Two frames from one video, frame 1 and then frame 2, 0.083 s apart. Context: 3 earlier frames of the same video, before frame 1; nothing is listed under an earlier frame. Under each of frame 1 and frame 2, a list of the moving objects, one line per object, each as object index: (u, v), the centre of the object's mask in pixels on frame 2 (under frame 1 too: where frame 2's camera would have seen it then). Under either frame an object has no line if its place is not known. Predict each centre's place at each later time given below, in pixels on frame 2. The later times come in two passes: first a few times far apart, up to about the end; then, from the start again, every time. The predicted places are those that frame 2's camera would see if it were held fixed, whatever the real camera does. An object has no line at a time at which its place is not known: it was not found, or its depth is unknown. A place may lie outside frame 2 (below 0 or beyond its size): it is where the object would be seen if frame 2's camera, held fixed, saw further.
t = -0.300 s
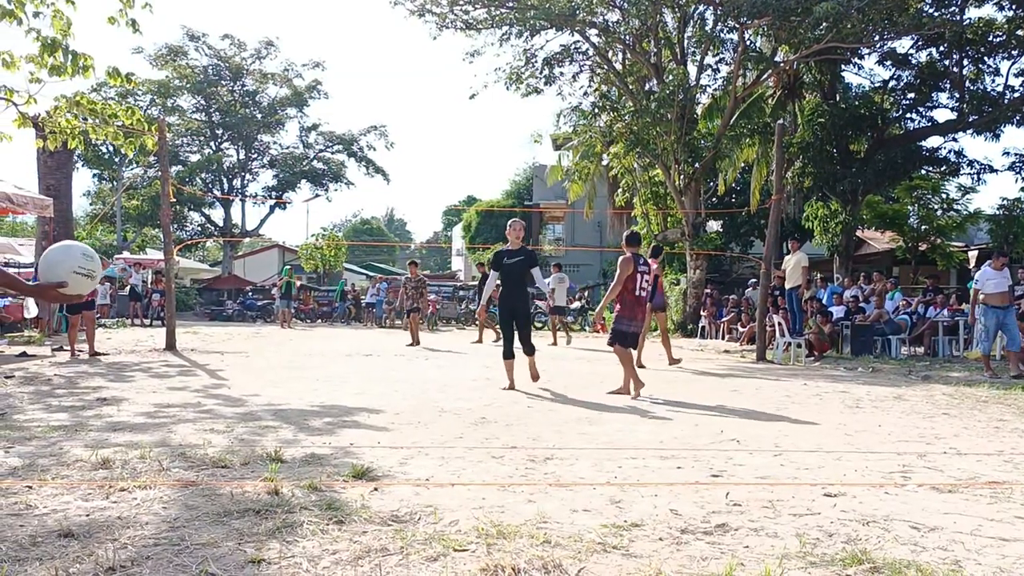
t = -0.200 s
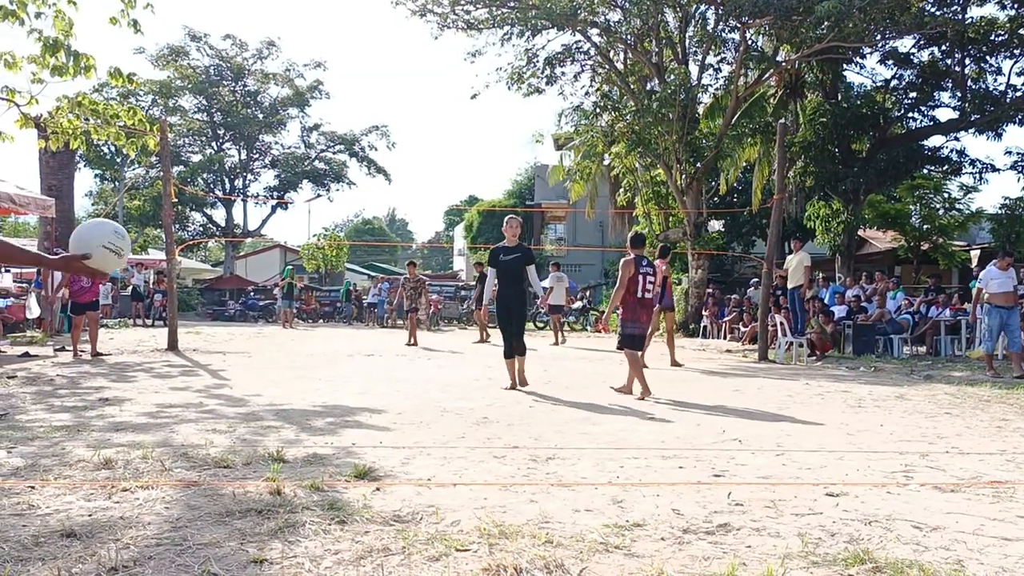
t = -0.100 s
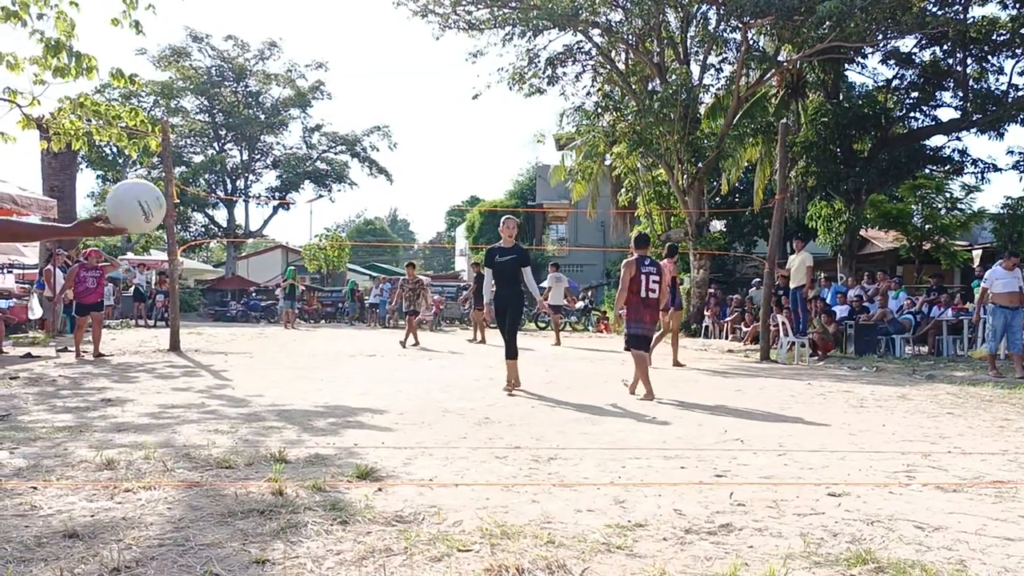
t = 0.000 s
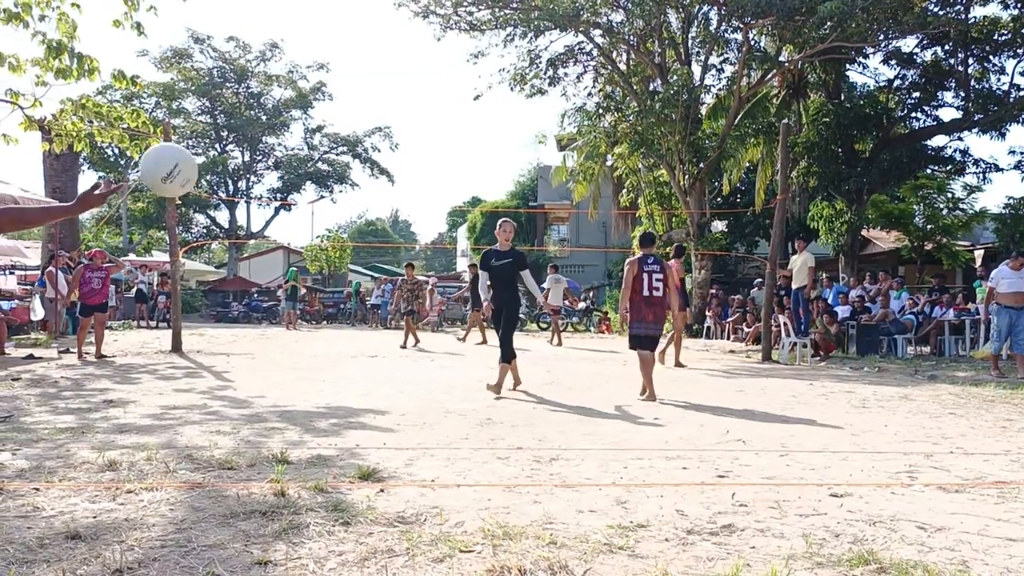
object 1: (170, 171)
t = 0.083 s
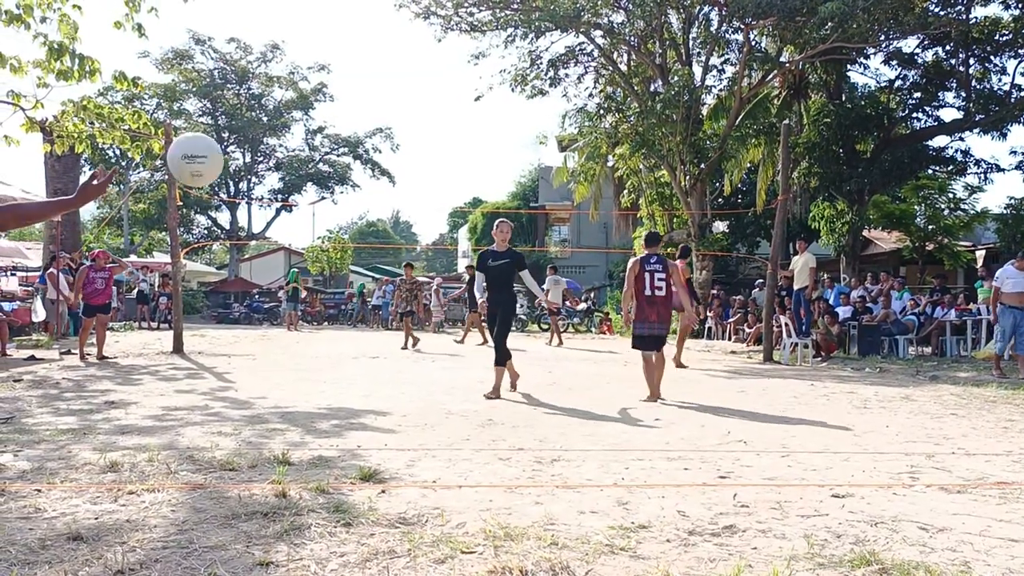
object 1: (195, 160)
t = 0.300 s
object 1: (256, 209)
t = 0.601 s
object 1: (326, 448)
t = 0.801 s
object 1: (340, 345)
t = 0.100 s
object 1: (200, 159)
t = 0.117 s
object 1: (205, 160)
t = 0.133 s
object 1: (210, 161)
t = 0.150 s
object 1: (215, 163)
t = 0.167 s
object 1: (219, 165)
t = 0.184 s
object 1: (224, 168)
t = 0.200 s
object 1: (229, 172)
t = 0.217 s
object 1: (234, 177)
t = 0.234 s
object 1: (238, 182)
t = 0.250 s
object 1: (242, 188)
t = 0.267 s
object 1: (247, 194)
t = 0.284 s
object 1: (251, 201)
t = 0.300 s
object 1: (256, 209)
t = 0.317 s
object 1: (260, 218)
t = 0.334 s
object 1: (264, 227)
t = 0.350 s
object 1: (268, 237)
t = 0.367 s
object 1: (272, 247)
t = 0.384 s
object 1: (276, 258)
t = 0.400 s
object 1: (280, 269)
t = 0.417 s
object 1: (285, 280)
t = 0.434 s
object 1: (288, 293)
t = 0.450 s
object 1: (292, 306)
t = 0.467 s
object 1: (296, 319)
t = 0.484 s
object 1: (300, 333)
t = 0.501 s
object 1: (304, 348)
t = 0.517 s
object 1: (308, 365)
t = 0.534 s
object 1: (312, 381)
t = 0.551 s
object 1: (315, 398)
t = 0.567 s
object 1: (319, 415)
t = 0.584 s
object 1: (322, 430)
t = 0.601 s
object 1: (326, 448)
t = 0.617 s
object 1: (329, 467)
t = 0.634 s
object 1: (333, 484)
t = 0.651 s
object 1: (333, 471)
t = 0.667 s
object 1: (335, 454)
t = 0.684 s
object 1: (336, 439)
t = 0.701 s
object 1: (336, 425)
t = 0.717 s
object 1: (338, 410)
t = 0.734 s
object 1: (338, 396)
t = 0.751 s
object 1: (339, 383)
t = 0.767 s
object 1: (339, 370)
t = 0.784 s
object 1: (340, 358)
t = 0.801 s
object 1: (340, 345)
